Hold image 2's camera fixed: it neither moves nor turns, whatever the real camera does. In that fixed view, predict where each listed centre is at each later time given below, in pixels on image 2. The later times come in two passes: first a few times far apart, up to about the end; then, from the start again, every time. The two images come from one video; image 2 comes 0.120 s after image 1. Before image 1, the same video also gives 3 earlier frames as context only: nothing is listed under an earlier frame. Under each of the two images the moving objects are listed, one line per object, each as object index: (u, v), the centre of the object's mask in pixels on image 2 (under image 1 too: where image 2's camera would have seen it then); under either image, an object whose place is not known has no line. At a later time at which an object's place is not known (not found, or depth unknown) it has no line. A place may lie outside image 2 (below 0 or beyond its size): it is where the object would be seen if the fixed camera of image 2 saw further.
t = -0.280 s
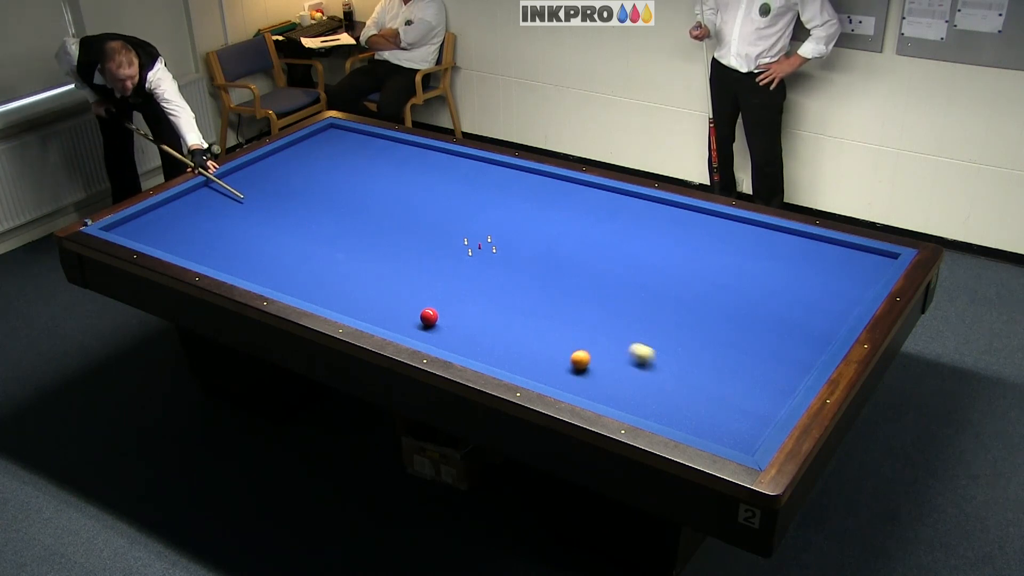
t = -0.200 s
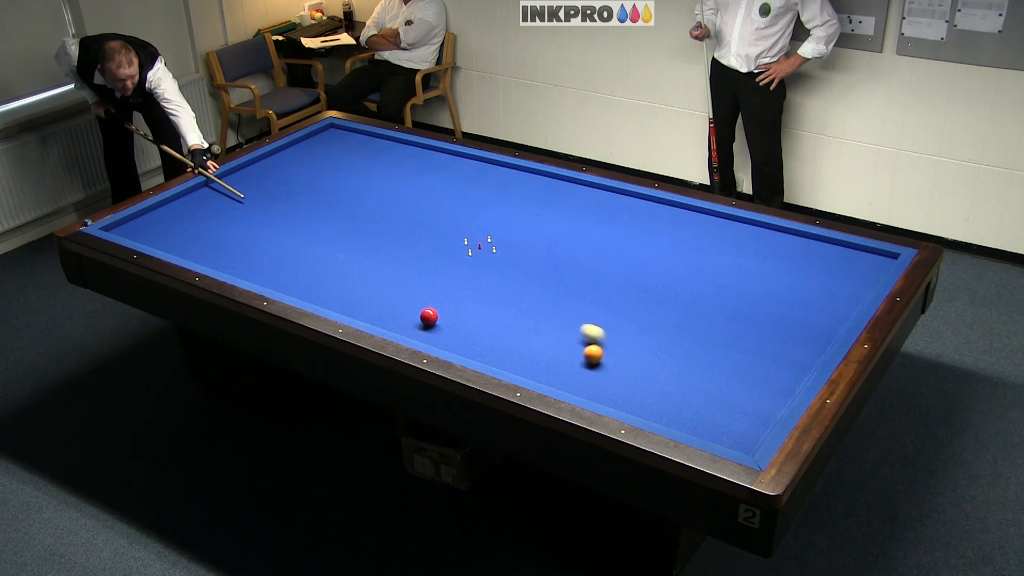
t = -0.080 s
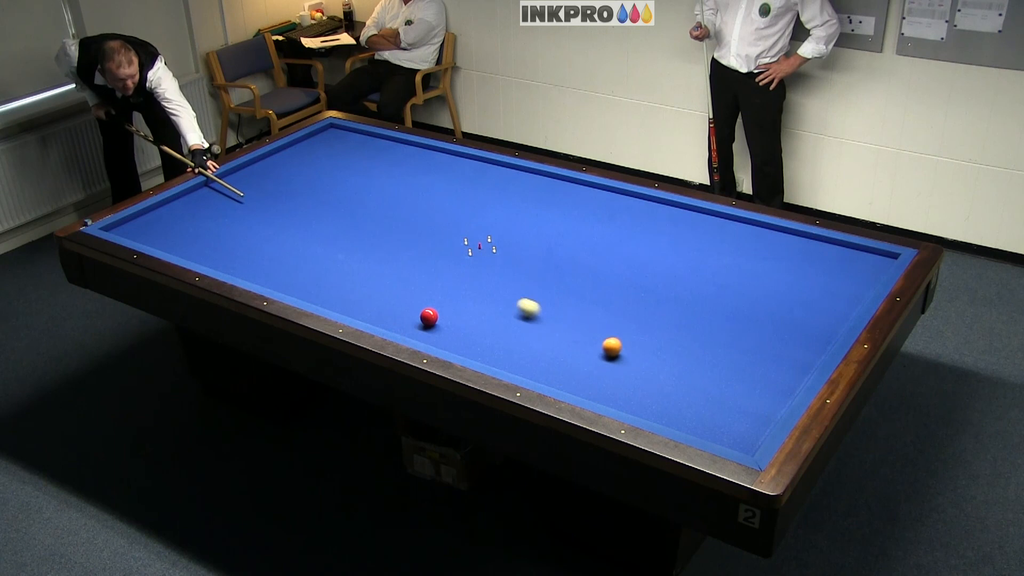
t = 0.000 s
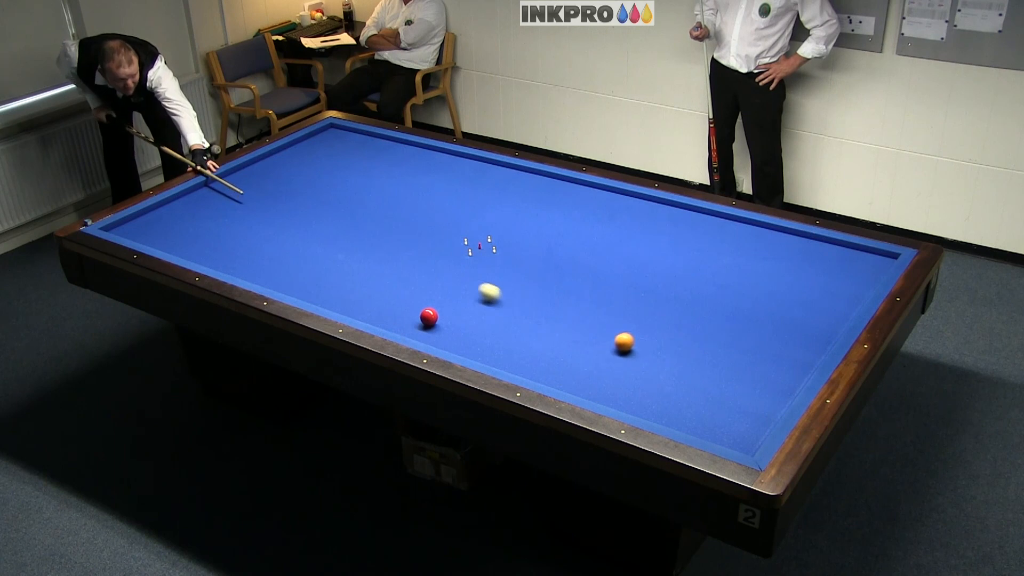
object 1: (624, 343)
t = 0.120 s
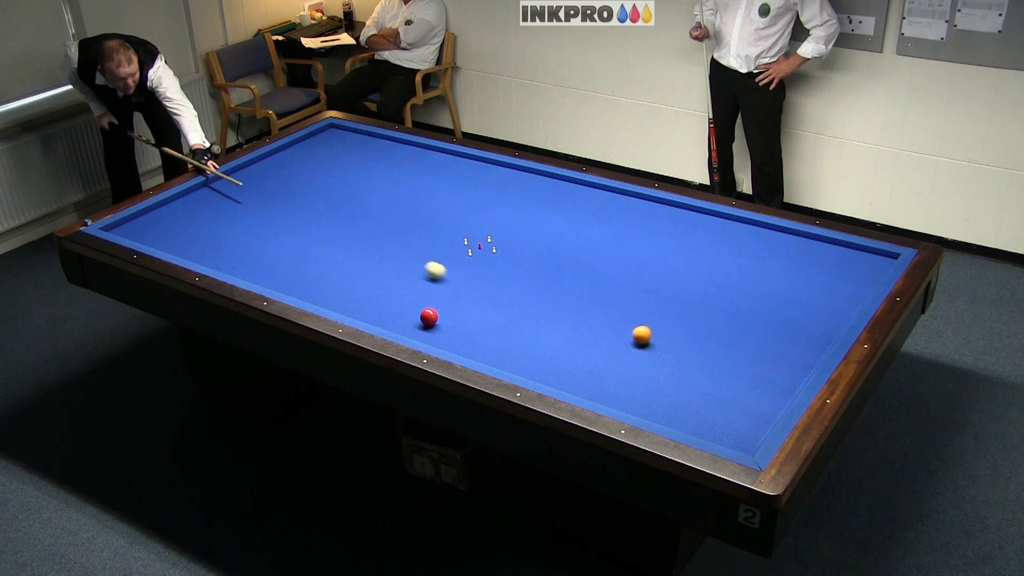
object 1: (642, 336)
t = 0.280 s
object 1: (664, 327)
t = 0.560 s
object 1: (702, 312)
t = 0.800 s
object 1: (732, 300)
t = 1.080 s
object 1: (765, 286)
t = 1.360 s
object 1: (795, 274)
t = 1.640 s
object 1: (824, 262)
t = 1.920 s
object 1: (850, 251)
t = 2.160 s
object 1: (867, 256)
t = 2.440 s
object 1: (880, 268)
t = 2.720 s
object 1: (861, 273)
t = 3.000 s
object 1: (843, 279)
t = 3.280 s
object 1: (825, 284)
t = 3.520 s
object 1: (810, 287)
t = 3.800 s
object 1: (793, 292)
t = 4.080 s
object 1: (776, 296)
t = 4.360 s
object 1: (761, 301)
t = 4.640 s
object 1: (746, 304)
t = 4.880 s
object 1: (734, 308)
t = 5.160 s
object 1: (720, 312)
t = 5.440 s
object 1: (707, 315)
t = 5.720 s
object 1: (695, 318)
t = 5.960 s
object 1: (685, 321)
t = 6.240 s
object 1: (675, 324)
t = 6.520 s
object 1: (665, 326)
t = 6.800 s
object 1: (655, 328)
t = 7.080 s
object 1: (647, 331)
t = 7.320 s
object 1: (641, 332)
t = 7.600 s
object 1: (634, 334)
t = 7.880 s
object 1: (629, 335)
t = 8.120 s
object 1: (625, 336)
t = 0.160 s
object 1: (648, 334)
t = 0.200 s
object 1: (653, 332)
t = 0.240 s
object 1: (659, 329)
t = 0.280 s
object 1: (664, 327)
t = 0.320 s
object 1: (670, 325)
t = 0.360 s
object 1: (675, 322)
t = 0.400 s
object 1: (681, 320)
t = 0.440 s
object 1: (686, 318)
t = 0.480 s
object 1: (692, 316)
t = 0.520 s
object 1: (697, 314)
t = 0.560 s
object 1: (702, 312)
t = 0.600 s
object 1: (707, 310)
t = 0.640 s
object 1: (712, 308)
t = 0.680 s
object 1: (717, 306)
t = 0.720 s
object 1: (722, 303)
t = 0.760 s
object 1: (727, 302)
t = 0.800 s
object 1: (732, 300)
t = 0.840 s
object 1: (737, 297)
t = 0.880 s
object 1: (742, 296)
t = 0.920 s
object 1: (746, 294)
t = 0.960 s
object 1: (751, 292)
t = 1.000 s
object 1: (756, 290)
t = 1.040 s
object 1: (760, 288)
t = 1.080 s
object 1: (765, 286)
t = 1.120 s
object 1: (769, 284)
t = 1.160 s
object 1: (774, 283)
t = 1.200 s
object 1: (778, 281)
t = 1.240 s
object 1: (783, 279)
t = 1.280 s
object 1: (787, 277)
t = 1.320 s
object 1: (791, 275)
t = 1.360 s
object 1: (795, 274)
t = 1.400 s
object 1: (799, 272)
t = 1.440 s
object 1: (803, 270)
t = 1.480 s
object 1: (808, 269)
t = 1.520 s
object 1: (811, 267)
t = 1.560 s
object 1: (816, 265)
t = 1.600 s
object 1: (820, 264)
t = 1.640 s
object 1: (824, 262)
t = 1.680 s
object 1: (827, 260)
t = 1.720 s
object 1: (831, 259)
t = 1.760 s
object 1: (835, 257)
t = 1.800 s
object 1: (839, 256)
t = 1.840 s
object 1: (843, 254)
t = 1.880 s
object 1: (846, 253)
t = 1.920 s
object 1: (850, 251)
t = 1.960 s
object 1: (853, 249)
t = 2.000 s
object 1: (857, 249)
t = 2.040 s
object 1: (860, 251)
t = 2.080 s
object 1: (862, 253)
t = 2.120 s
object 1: (864, 255)
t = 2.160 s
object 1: (867, 256)
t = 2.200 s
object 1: (869, 258)
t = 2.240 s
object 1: (872, 260)
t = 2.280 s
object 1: (874, 262)
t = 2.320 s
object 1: (877, 264)
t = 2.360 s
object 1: (879, 266)
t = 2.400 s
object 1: (881, 267)
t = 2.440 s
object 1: (880, 268)
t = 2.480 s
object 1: (878, 269)
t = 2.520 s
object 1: (875, 270)
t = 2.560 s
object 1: (873, 271)
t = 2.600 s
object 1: (870, 271)
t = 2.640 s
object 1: (867, 272)
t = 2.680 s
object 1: (864, 273)
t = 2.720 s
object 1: (861, 273)
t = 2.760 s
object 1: (859, 274)
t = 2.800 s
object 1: (856, 275)
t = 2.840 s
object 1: (854, 276)
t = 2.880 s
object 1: (851, 277)
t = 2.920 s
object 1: (848, 277)
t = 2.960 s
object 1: (846, 278)
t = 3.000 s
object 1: (843, 279)
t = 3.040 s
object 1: (840, 279)
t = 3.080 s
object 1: (838, 280)
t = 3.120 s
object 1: (835, 281)
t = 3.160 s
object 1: (833, 281)
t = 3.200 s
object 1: (830, 282)
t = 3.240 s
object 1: (828, 283)
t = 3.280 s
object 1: (825, 284)
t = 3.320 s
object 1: (822, 284)
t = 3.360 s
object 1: (820, 285)
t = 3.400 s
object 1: (817, 286)
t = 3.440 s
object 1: (815, 286)
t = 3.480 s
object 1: (812, 287)
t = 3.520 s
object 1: (810, 287)
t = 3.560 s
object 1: (807, 288)
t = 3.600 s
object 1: (805, 289)
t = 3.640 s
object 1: (802, 290)
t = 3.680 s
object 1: (800, 290)
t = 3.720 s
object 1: (798, 291)
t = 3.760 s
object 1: (795, 291)
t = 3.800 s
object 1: (793, 292)
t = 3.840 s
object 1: (791, 293)
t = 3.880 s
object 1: (788, 293)
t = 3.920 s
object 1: (786, 294)
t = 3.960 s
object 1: (784, 295)
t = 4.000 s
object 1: (781, 295)
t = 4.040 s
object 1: (779, 296)
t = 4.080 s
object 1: (776, 296)
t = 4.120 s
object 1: (774, 297)
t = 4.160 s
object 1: (772, 298)
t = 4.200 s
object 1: (770, 298)
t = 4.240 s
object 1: (768, 299)
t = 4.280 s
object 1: (765, 299)
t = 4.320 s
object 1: (763, 300)
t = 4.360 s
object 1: (761, 301)
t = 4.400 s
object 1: (759, 301)
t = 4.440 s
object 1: (757, 302)
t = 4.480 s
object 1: (754, 302)
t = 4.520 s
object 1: (753, 303)
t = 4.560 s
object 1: (750, 303)
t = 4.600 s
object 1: (748, 304)
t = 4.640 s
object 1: (746, 304)
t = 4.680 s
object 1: (744, 305)
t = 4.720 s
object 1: (742, 306)
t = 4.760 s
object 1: (740, 306)
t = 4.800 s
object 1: (738, 307)
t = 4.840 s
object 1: (736, 307)
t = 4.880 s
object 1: (734, 308)
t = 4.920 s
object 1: (732, 308)
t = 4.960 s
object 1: (730, 309)
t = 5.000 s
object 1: (728, 309)
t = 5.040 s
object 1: (726, 310)
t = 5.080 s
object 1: (724, 310)
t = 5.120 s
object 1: (722, 311)
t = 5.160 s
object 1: (720, 312)
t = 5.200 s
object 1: (718, 312)
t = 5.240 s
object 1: (716, 312)
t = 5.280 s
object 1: (714, 313)
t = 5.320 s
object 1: (712, 313)
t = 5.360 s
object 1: (711, 314)
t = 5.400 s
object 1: (709, 315)
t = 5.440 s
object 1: (707, 315)
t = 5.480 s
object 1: (705, 316)
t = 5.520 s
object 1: (704, 316)
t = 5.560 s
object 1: (702, 316)
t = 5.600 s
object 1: (700, 317)
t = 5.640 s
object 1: (698, 317)
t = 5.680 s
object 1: (697, 318)
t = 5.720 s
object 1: (695, 318)
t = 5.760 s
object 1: (693, 319)
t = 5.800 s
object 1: (691, 319)
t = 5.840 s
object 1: (690, 320)
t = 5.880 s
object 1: (688, 320)
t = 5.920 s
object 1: (687, 320)
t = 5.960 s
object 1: (685, 321)
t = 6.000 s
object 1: (684, 321)
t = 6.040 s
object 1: (682, 322)
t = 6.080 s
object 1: (680, 322)
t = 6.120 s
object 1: (679, 322)
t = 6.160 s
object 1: (677, 323)
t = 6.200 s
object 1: (676, 323)
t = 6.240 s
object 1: (675, 324)
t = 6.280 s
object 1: (673, 324)
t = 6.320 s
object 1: (671, 324)
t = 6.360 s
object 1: (670, 325)
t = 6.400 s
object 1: (669, 325)
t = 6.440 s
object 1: (667, 325)
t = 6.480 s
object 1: (666, 326)
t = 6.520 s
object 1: (665, 326)
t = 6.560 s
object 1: (663, 326)
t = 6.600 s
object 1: (662, 327)
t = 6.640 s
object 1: (661, 327)
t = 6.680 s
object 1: (659, 327)
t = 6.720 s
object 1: (658, 328)
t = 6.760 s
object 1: (657, 328)
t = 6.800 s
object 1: (655, 328)
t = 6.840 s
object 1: (654, 329)
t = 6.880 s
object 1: (653, 329)
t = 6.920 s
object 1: (652, 330)
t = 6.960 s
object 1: (651, 330)
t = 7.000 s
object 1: (650, 330)
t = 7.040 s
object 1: (648, 330)
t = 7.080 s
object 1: (647, 331)
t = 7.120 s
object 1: (646, 331)
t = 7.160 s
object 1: (645, 331)
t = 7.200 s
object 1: (644, 331)
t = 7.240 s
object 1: (643, 332)
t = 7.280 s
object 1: (642, 332)
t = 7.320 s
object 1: (641, 332)
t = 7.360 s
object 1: (640, 332)
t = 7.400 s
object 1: (639, 332)
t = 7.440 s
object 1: (638, 333)
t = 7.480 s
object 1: (637, 333)
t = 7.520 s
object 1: (636, 333)
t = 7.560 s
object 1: (635, 333)
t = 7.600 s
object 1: (634, 334)
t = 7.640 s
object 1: (634, 334)
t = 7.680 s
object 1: (633, 334)
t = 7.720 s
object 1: (632, 334)
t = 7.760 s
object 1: (631, 334)
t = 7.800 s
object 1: (630, 334)
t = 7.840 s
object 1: (630, 335)
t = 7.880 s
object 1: (629, 335)
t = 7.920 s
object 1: (628, 335)
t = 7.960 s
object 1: (627, 335)
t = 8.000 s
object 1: (627, 335)
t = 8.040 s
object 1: (626, 336)
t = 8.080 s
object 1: (625, 336)
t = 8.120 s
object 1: (625, 336)
